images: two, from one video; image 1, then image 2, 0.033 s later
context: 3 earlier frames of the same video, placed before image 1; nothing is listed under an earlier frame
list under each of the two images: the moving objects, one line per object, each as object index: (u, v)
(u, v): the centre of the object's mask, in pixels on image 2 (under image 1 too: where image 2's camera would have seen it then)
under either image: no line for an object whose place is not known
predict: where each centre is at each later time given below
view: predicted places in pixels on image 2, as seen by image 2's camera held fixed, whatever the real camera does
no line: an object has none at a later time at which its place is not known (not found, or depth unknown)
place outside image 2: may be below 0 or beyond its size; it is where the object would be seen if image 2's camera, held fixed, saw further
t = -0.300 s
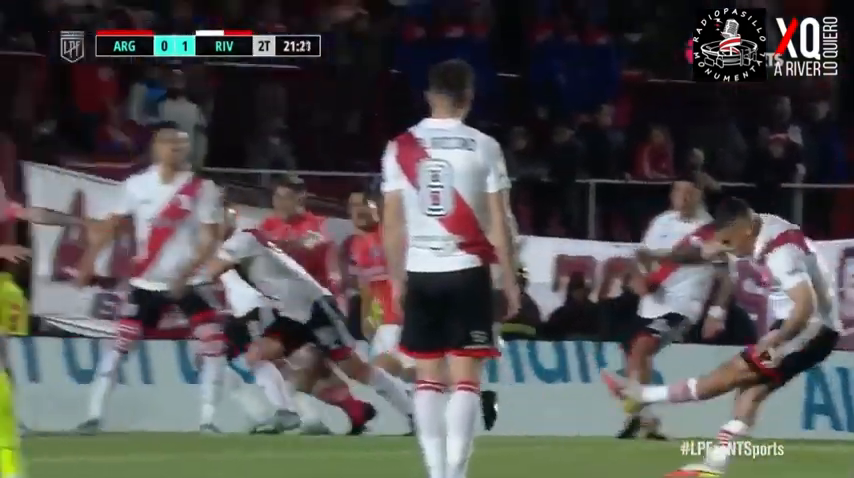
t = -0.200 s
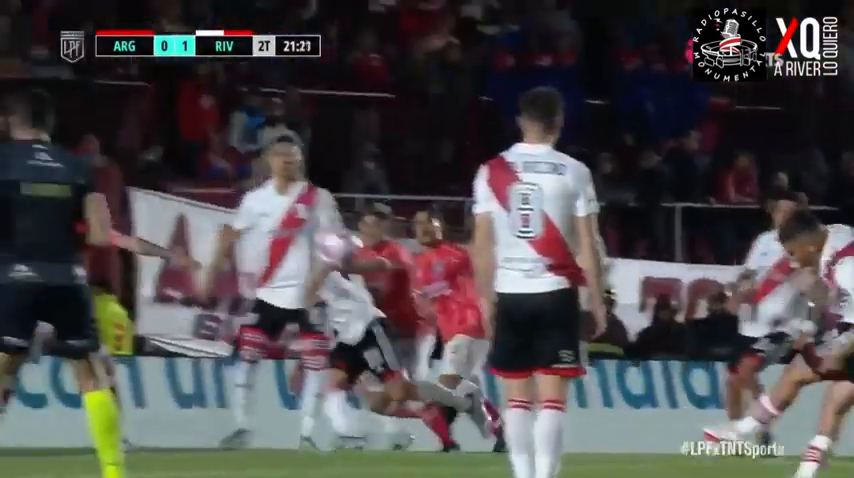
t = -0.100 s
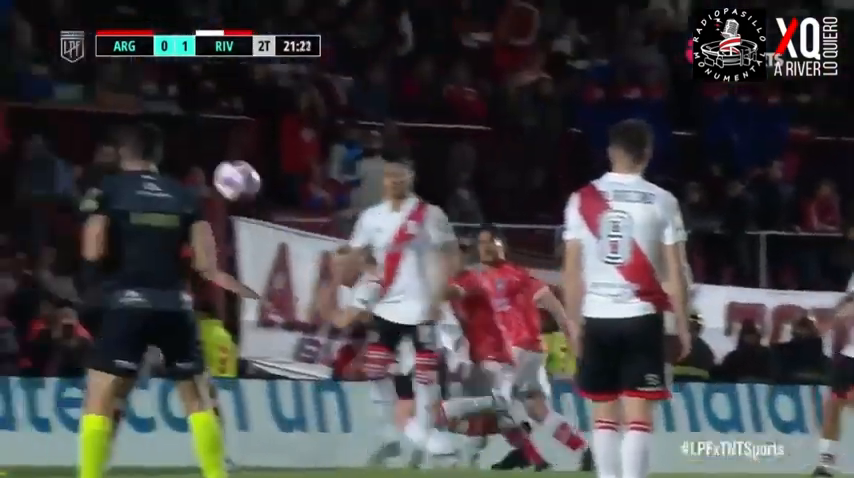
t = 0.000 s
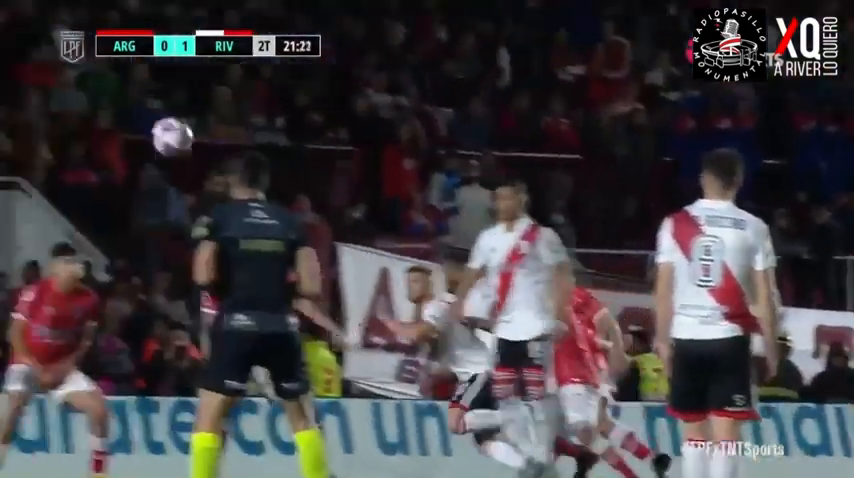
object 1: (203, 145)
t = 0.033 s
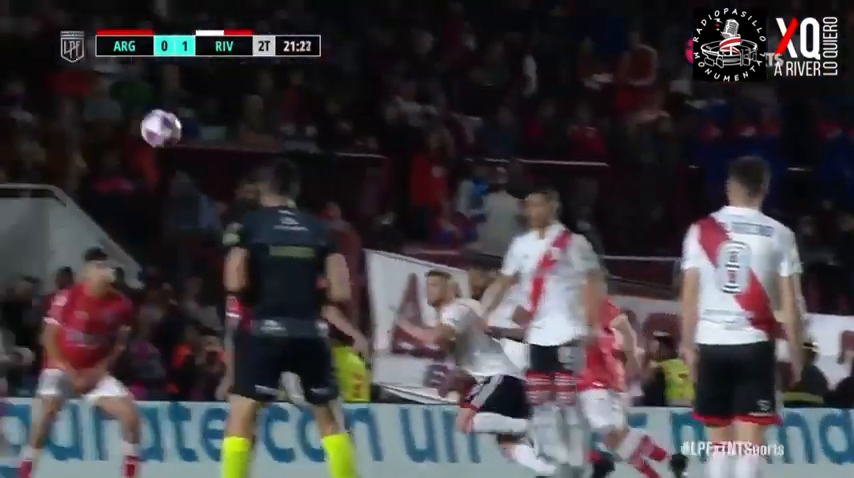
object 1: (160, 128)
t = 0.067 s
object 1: (106, 108)
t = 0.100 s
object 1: (66, 93)
